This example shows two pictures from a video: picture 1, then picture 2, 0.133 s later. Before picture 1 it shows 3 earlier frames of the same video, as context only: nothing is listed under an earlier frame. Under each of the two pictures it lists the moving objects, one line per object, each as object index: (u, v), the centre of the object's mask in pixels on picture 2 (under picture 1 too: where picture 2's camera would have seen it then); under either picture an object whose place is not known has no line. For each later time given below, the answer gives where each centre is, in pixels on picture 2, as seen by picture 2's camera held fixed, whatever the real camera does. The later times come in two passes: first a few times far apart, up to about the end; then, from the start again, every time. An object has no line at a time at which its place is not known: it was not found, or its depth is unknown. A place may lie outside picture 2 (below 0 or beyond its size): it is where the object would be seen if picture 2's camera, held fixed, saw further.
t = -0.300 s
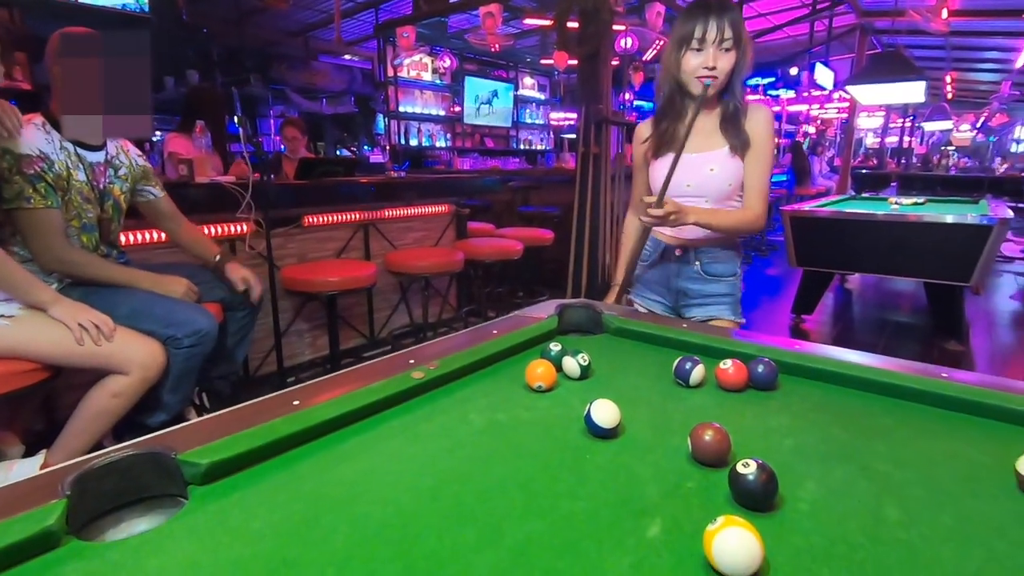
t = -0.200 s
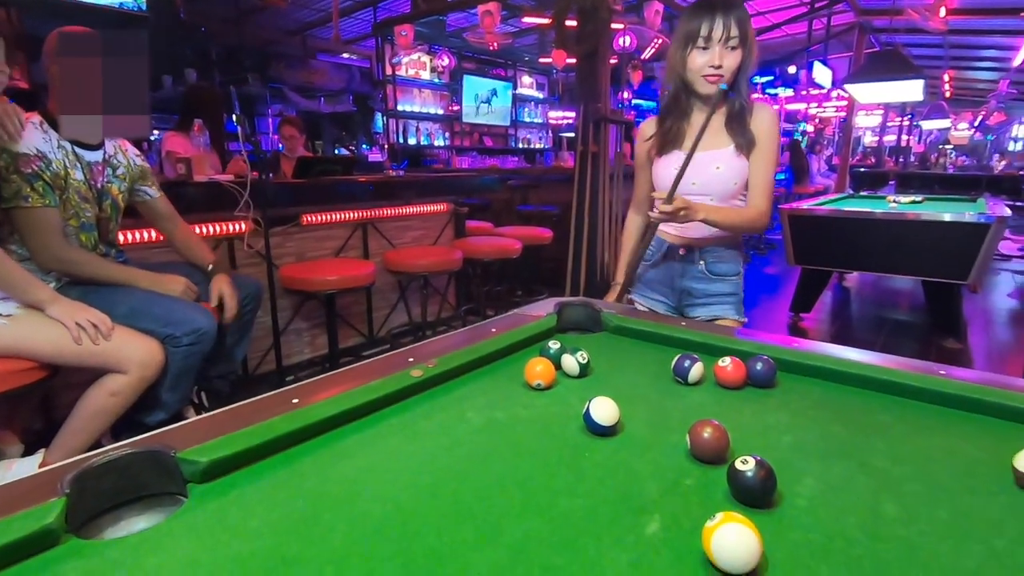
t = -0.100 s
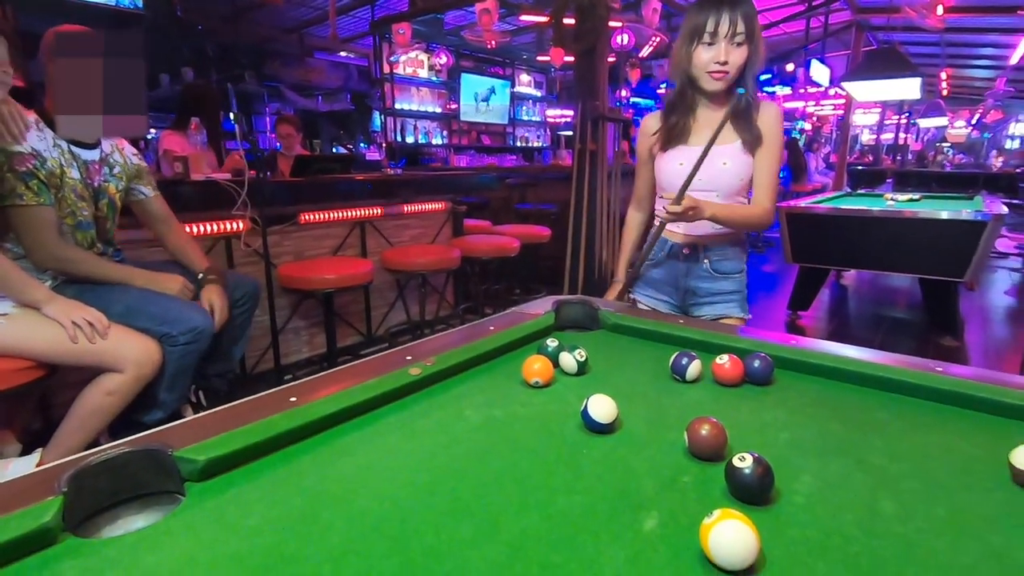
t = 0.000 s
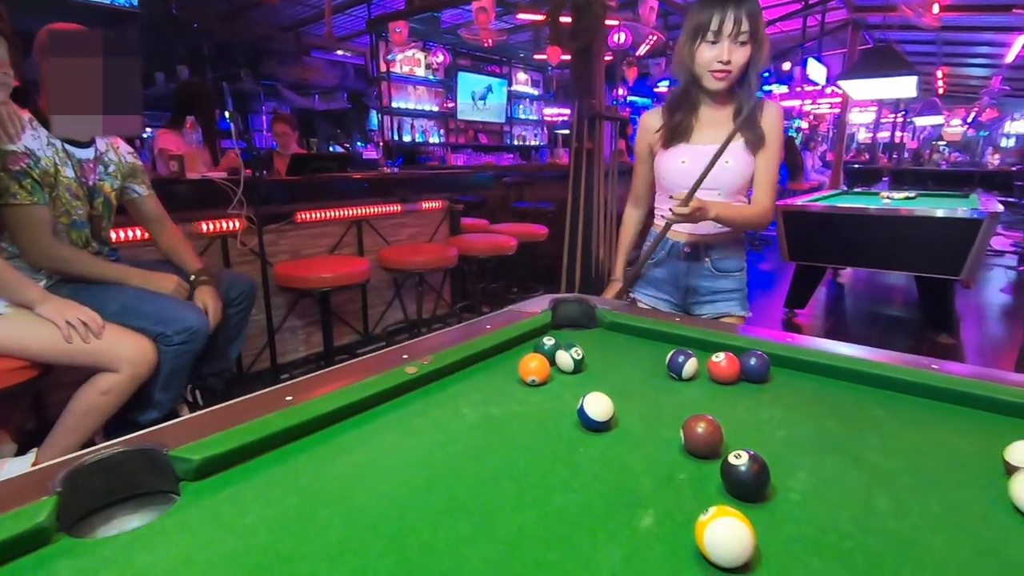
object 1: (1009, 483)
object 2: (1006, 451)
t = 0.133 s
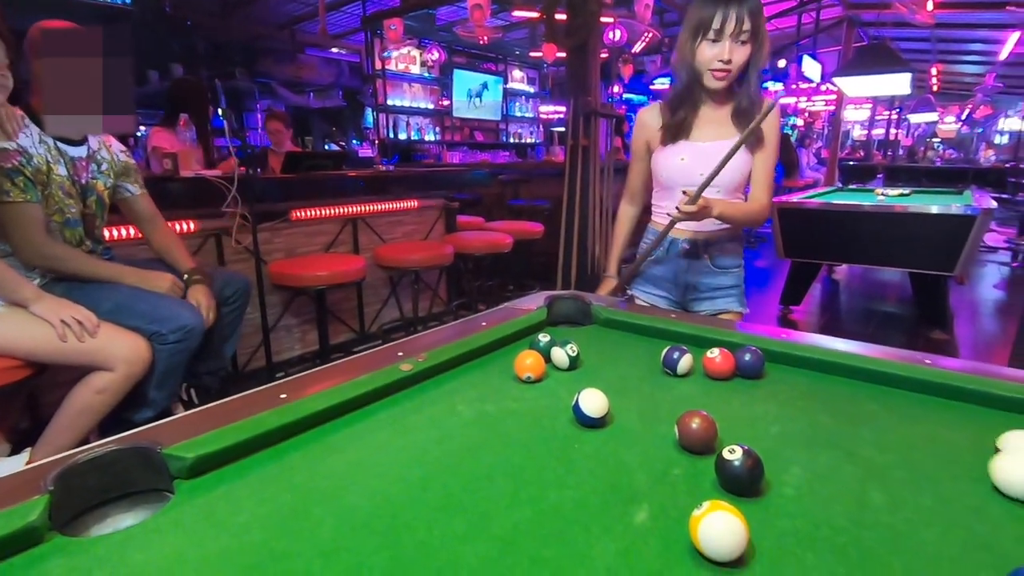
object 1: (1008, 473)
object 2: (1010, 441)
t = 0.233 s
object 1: (1007, 470)
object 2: (1015, 436)
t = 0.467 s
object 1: (996, 463)
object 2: (1026, 438)
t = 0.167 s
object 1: (1008, 472)
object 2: (1012, 439)
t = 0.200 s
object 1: (1007, 471)
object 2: (1013, 438)
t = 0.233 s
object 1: (1007, 470)
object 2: (1015, 436)
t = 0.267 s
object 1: (1007, 469)
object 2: (1017, 436)
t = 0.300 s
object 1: (1006, 468)
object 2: (1019, 437)
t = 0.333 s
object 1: (1003, 467)
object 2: (1021, 438)
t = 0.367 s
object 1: (1001, 466)
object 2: (1023, 438)
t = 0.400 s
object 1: (999, 465)
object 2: (1025, 439)
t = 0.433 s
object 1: (997, 464)
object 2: (1025, 438)
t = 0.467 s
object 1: (996, 463)
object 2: (1026, 438)
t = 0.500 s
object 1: (995, 463)
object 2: (1027, 437)
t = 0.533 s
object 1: (993, 462)
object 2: (1026, 436)
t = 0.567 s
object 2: (1025, 435)
